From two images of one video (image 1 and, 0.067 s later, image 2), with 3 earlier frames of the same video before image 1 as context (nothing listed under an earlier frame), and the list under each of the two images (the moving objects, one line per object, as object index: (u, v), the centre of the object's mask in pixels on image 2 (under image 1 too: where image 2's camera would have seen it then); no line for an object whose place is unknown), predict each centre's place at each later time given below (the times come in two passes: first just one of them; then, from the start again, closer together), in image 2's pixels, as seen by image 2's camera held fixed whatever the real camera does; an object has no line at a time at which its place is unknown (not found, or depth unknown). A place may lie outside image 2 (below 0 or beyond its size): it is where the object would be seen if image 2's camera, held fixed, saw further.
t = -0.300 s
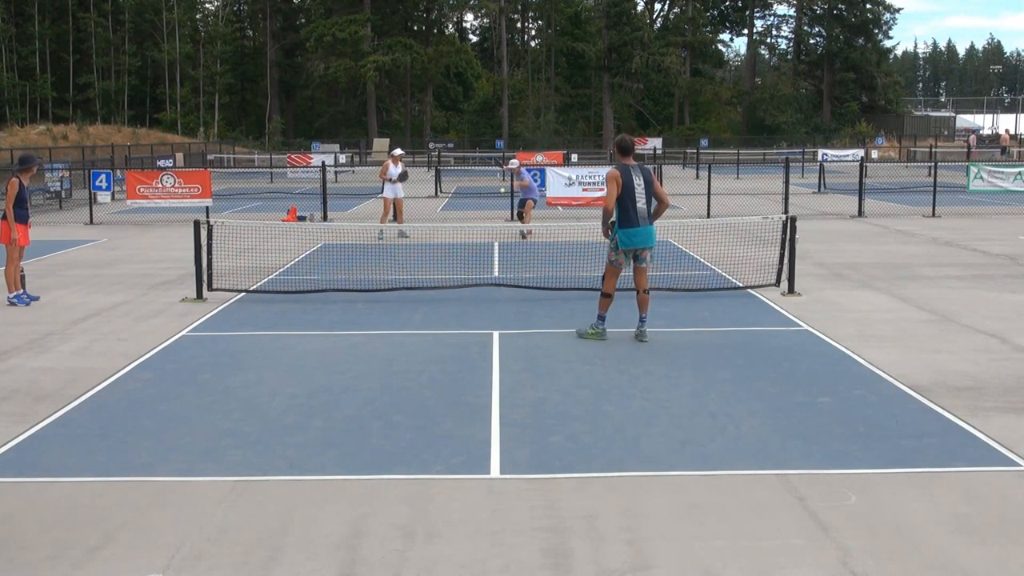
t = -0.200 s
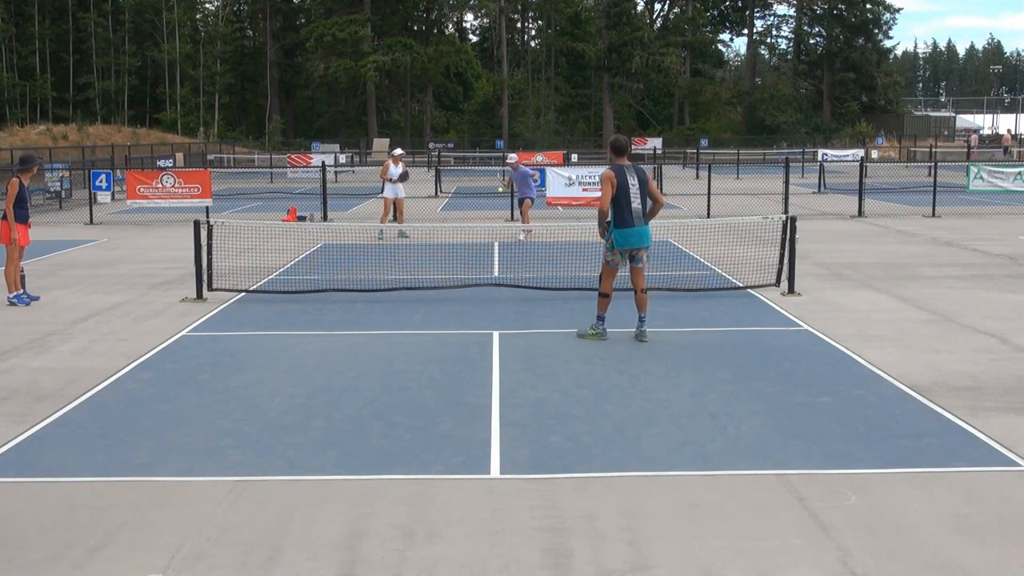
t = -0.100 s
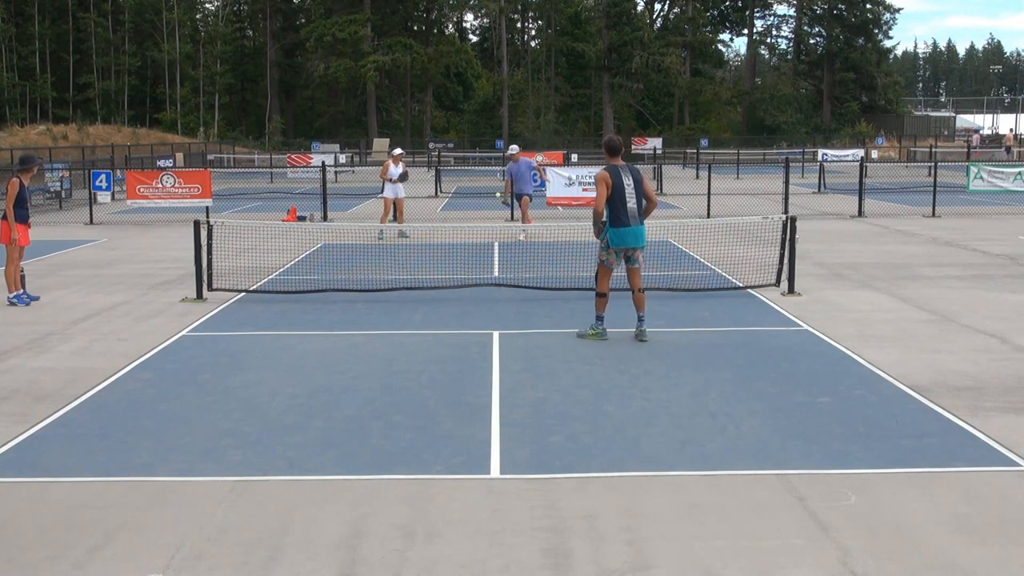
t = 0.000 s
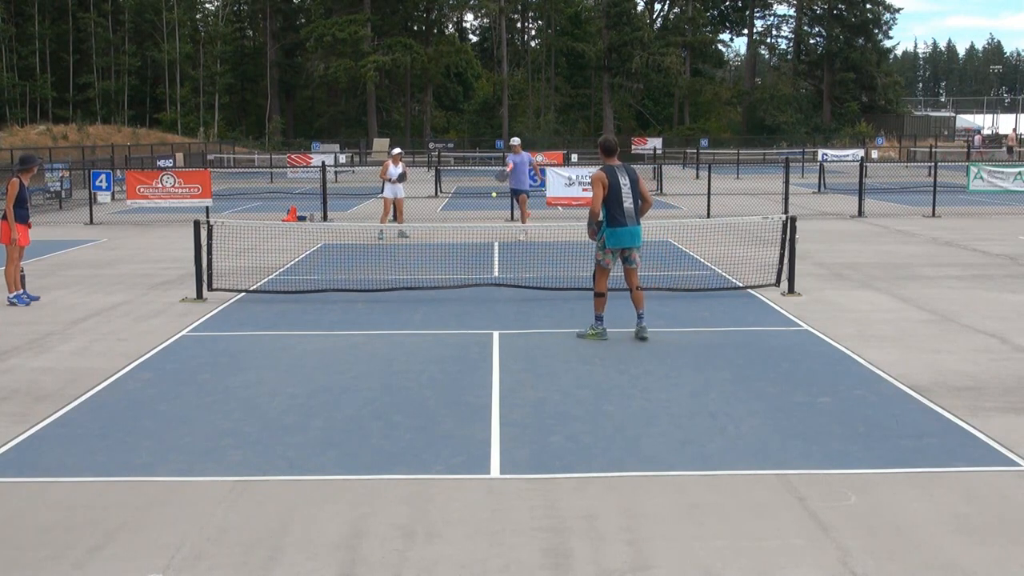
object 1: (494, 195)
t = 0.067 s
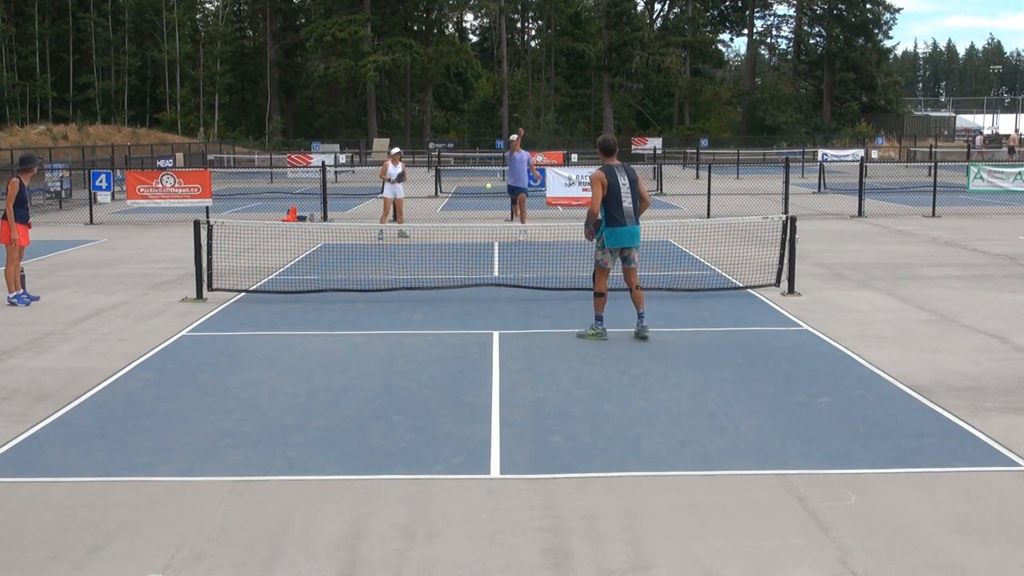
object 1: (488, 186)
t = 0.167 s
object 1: (479, 181)
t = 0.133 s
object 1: (482, 182)
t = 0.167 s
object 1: (479, 181)
